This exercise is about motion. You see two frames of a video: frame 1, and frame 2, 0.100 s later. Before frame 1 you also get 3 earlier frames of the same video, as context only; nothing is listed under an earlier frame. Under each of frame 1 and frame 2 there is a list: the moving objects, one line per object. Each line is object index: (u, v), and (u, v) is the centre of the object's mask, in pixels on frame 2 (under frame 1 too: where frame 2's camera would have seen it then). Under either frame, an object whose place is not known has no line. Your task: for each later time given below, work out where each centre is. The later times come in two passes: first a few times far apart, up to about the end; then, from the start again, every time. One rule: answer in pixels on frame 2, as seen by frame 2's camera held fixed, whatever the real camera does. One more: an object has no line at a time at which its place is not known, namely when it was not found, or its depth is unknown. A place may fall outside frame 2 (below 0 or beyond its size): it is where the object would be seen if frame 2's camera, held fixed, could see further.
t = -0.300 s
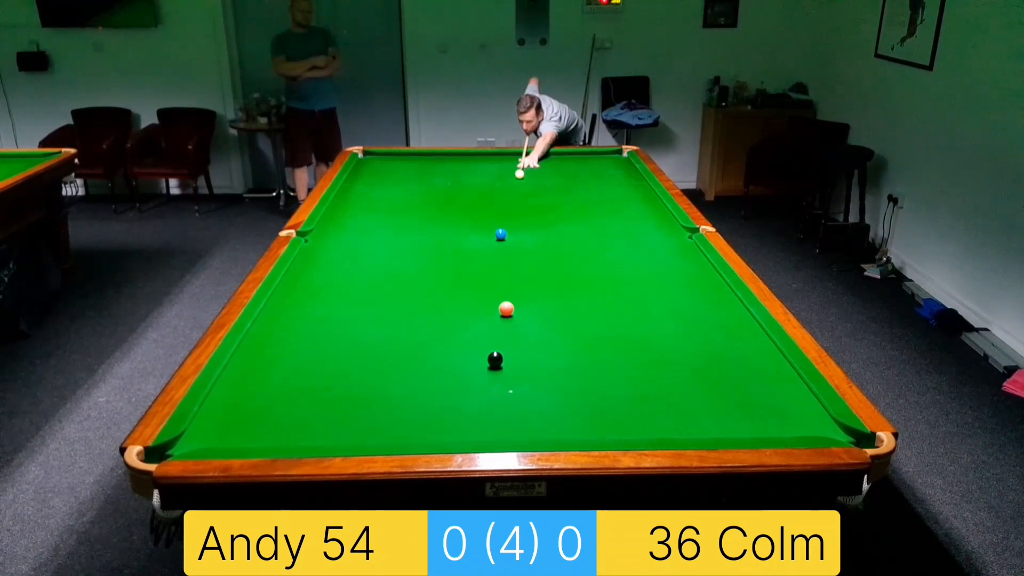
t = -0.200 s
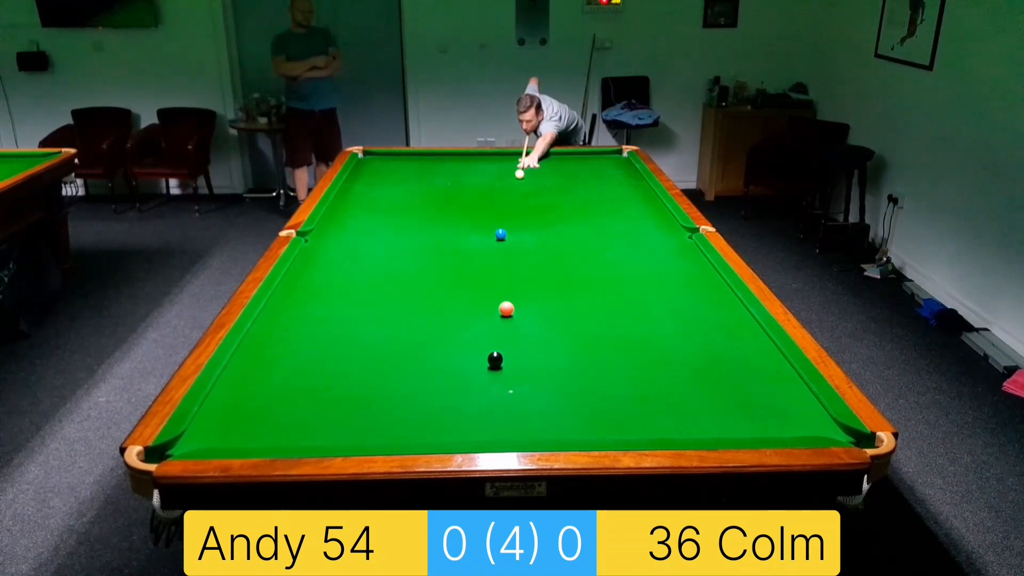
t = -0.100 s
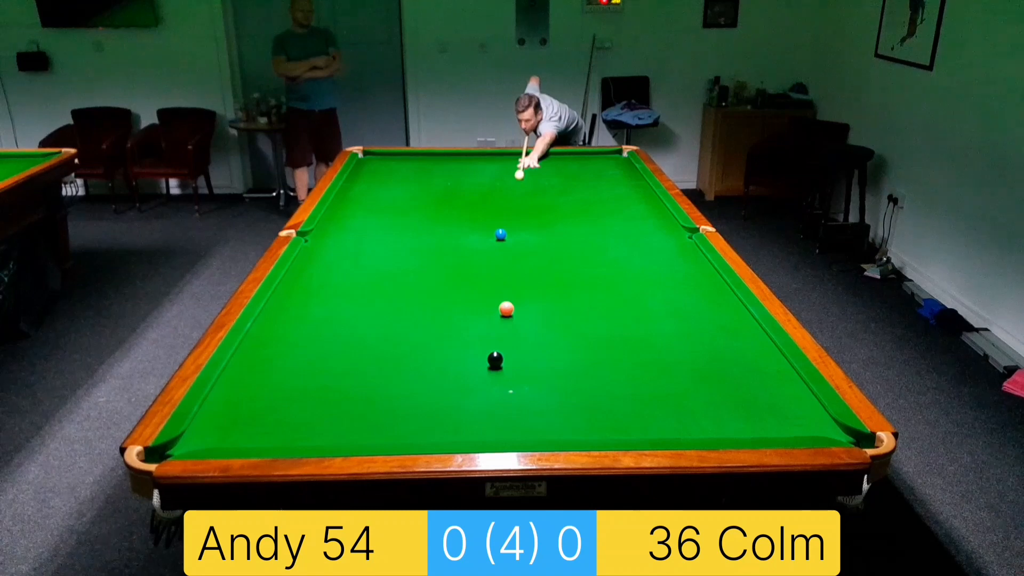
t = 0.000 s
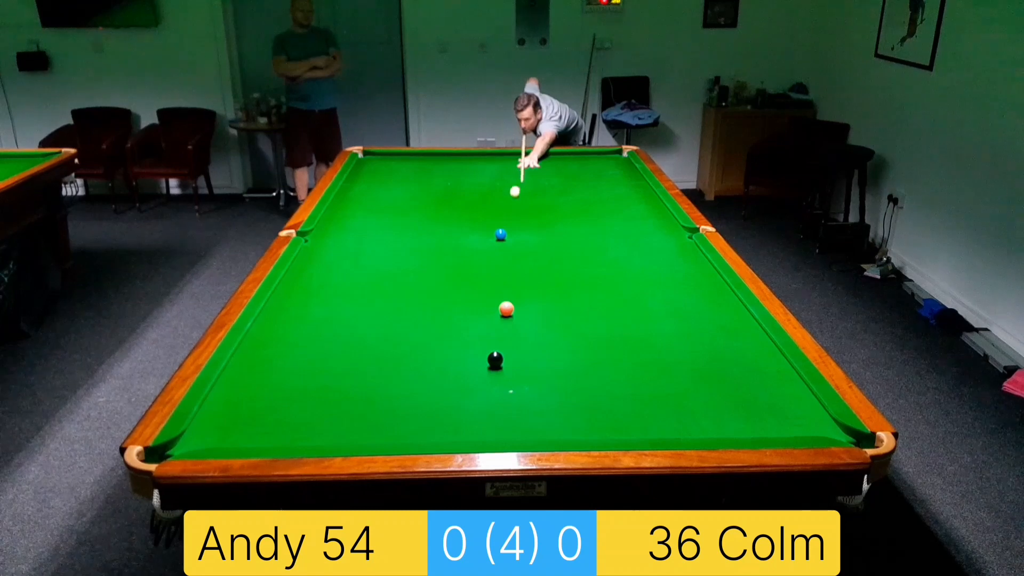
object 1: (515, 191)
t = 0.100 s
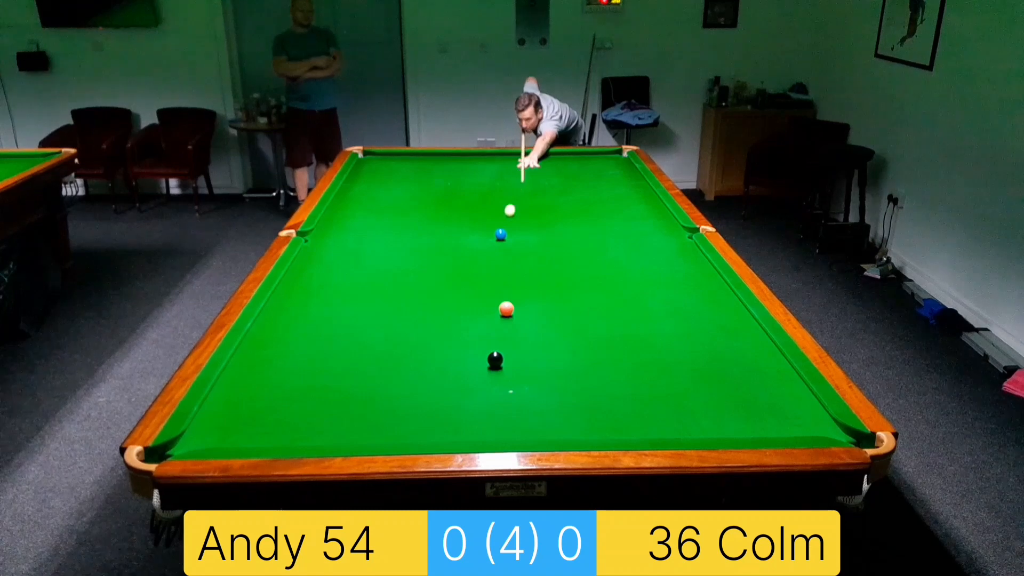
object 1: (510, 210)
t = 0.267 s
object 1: (516, 232)
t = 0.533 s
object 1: (550, 236)
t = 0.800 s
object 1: (582, 238)
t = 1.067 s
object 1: (614, 240)
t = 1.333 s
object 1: (645, 242)
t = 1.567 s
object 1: (671, 244)
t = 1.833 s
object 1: (685, 245)
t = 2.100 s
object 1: (670, 245)
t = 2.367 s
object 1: (656, 245)
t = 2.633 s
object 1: (644, 245)
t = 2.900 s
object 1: (633, 245)
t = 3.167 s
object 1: (624, 245)
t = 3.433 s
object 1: (616, 245)
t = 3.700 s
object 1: (610, 245)
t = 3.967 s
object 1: (605, 245)
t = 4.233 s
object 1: (602, 245)
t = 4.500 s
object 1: (599, 245)
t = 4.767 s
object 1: (599, 245)
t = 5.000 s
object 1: (599, 245)
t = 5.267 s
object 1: (599, 245)
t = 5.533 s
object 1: (599, 245)
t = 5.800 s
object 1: (599, 245)
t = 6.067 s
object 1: (599, 245)
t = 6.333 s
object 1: (599, 245)
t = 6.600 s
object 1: (599, 246)
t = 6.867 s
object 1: (599, 246)
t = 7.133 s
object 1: (599, 246)
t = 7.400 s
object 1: (599, 245)
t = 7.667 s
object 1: (599, 245)
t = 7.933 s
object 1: (599, 246)
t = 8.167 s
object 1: (599, 245)
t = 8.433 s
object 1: (599, 245)
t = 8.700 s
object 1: (599, 245)
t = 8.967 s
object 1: (599, 245)
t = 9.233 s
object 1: (599, 245)
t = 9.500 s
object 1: (599, 245)
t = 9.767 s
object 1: (599, 245)
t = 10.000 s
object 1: (599, 245)
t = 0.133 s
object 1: (508, 217)
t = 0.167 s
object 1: (506, 223)
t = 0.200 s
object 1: (506, 229)
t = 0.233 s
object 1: (510, 232)
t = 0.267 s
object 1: (516, 232)
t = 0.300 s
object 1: (521, 233)
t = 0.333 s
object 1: (525, 234)
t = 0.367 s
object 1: (530, 234)
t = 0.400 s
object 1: (534, 234)
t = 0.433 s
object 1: (538, 235)
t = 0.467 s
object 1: (542, 235)
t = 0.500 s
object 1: (546, 235)
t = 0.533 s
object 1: (550, 236)
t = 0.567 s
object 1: (554, 236)
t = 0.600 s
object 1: (558, 236)
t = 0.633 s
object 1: (562, 237)
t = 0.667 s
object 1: (566, 237)
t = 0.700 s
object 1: (570, 237)
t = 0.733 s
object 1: (574, 237)
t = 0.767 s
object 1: (578, 238)
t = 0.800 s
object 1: (582, 238)
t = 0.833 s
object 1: (586, 238)
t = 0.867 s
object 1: (590, 238)
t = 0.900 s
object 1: (594, 239)
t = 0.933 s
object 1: (598, 239)
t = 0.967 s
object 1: (602, 239)
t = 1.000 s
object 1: (606, 239)
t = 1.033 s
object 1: (610, 240)
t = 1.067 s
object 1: (614, 240)
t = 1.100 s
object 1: (618, 240)
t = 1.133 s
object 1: (622, 240)
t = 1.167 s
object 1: (626, 241)
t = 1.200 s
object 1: (629, 241)
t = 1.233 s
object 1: (633, 241)
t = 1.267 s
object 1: (637, 242)
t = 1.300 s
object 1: (641, 242)
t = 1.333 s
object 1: (645, 242)
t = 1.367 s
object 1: (649, 242)
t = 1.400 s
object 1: (652, 243)
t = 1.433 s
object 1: (656, 243)
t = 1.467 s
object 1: (660, 243)
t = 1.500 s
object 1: (664, 243)
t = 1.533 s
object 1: (668, 244)
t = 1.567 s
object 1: (671, 244)
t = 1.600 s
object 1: (675, 244)
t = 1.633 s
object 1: (679, 244)
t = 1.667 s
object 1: (682, 245)
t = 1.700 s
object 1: (686, 245)
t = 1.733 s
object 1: (689, 245)
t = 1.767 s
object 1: (690, 245)
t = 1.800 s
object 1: (688, 245)
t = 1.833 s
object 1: (685, 245)
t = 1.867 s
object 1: (683, 245)
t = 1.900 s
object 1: (681, 245)
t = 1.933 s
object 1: (679, 245)
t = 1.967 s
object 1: (678, 245)
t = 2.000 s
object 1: (676, 245)
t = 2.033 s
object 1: (674, 245)
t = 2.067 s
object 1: (672, 245)
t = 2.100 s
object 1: (670, 245)
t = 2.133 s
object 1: (668, 245)
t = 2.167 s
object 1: (667, 245)
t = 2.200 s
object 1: (665, 245)
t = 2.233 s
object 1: (663, 245)
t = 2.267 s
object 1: (661, 245)
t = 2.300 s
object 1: (660, 245)
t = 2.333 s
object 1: (658, 245)
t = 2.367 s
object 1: (656, 245)
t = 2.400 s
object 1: (655, 245)
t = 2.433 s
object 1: (653, 245)
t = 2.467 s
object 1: (652, 245)
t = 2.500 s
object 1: (650, 245)
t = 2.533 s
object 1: (648, 245)
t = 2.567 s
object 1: (647, 245)
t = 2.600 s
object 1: (646, 245)
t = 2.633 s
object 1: (644, 245)
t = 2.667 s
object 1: (643, 245)
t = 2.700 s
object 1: (641, 245)
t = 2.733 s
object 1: (640, 245)
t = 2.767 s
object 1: (639, 245)
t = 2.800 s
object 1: (637, 245)
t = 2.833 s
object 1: (636, 245)
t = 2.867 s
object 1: (635, 245)
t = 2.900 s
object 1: (633, 245)
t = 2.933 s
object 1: (632, 245)
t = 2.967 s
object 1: (631, 245)
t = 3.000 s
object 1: (630, 246)
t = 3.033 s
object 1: (629, 245)
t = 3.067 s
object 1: (627, 245)
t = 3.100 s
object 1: (626, 245)
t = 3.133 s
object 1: (625, 245)
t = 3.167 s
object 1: (624, 245)
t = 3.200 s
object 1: (623, 245)
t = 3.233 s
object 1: (622, 245)
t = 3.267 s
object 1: (621, 245)
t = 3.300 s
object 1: (620, 245)
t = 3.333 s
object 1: (619, 245)
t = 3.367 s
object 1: (618, 245)
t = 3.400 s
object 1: (617, 245)
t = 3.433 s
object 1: (616, 245)
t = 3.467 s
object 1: (616, 245)
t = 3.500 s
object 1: (615, 245)
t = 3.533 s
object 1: (614, 245)
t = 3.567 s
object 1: (613, 245)
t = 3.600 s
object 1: (612, 245)
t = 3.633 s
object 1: (611, 245)
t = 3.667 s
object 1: (611, 245)
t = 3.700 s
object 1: (610, 245)
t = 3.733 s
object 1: (609, 245)
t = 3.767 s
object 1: (609, 245)
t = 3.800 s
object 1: (608, 245)
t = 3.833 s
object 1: (607, 245)
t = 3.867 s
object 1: (607, 245)
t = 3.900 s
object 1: (606, 245)
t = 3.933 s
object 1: (606, 245)
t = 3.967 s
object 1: (605, 245)
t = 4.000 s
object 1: (605, 245)
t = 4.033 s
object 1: (604, 245)
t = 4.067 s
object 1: (604, 245)
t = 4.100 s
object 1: (603, 245)
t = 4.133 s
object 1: (603, 245)
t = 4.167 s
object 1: (602, 245)
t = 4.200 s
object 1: (602, 245)
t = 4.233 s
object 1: (602, 245)
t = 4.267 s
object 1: (601, 245)
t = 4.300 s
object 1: (601, 245)
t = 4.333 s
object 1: (601, 245)
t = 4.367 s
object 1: (600, 245)
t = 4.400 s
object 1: (600, 245)
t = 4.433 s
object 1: (600, 245)
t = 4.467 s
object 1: (600, 245)
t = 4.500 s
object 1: (599, 245)
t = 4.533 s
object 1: (599, 245)
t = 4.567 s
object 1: (599, 245)
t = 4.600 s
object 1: (599, 245)
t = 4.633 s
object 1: (599, 245)
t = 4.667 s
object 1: (599, 245)
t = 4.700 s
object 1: (599, 245)
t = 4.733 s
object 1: (599, 245)
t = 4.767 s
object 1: (599, 245)
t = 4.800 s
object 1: (599, 245)
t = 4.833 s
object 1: (599, 245)
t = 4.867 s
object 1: (599, 245)
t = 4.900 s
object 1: (599, 245)
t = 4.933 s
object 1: (599, 245)
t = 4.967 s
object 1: (599, 245)
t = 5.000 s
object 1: (599, 245)
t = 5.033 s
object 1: (599, 245)
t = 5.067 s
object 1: (599, 245)
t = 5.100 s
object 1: (599, 245)
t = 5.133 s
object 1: (599, 245)
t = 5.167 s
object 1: (599, 245)
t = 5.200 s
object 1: (599, 245)
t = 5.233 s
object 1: (599, 245)
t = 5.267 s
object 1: (599, 245)
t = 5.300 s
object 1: (599, 245)
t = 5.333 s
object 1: (599, 245)
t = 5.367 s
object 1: (599, 245)
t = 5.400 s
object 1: (599, 245)
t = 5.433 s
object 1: (599, 245)
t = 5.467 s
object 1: (599, 245)
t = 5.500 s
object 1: (599, 245)
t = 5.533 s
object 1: (599, 245)
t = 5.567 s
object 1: (599, 245)
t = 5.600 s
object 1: (599, 245)
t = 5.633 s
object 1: (599, 245)
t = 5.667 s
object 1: (599, 245)
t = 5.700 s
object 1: (599, 245)
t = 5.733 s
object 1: (599, 245)
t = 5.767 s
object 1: (599, 245)
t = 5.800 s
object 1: (599, 245)
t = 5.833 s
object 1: (599, 245)
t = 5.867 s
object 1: (599, 245)
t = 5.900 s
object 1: (599, 245)
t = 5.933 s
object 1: (599, 245)
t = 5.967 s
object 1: (599, 245)
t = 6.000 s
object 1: (599, 245)
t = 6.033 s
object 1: (599, 245)
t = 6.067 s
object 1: (599, 245)
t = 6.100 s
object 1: (599, 245)
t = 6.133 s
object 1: (599, 245)
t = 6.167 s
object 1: (599, 245)
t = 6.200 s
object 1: (599, 245)
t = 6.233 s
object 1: (599, 245)
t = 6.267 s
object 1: (599, 245)
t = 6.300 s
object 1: (599, 245)
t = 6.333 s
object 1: (599, 245)
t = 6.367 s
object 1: (599, 245)
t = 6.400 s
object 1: (599, 245)
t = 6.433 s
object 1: (599, 245)
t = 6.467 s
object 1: (599, 245)
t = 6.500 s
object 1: (599, 245)
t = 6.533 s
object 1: (599, 245)
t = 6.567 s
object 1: (599, 245)
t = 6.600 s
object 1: (599, 246)
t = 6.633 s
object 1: (599, 245)
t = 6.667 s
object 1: (599, 245)
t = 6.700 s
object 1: (599, 245)
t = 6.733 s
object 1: (599, 245)
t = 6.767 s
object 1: (599, 246)
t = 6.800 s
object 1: (599, 246)
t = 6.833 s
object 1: (599, 246)
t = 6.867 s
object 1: (599, 246)
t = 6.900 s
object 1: (599, 246)
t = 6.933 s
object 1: (599, 246)
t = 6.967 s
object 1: (599, 246)
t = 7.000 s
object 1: (599, 246)
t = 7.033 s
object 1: (599, 246)
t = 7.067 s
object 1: (599, 246)
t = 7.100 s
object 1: (599, 246)
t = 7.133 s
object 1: (599, 246)
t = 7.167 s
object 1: (599, 246)
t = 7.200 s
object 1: (599, 246)
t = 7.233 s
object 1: (599, 246)
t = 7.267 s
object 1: (599, 246)
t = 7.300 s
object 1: (599, 246)
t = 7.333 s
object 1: (599, 246)
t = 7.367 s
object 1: (599, 246)
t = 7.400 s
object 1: (599, 245)
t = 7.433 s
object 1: (599, 246)
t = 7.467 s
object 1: (599, 245)
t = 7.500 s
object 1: (599, 245)
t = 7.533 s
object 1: (599, 246)
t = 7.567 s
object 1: (599, 245)
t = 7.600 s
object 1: (599, 245)
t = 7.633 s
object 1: (599, 245)
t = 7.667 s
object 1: (599, 245)
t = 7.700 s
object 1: (599, 245)
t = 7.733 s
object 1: (599, 246)
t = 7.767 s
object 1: (599, 246)
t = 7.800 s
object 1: (599, 246)
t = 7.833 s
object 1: (599, 245)
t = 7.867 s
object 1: (599, 246)
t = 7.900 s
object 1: (599, 246)
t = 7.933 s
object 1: (599, 246)
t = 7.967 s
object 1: (599, 246)
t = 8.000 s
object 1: (599, 245)
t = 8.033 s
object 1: (599, 246)
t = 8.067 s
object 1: (599, 245)
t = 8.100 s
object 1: (599, 246)
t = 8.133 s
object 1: (599, 246)
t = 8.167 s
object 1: (599, 245)
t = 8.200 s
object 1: (599, 245)
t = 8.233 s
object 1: (599, 245)
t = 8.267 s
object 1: (599, 245)
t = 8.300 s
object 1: (599, 245)
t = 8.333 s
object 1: (599, 245)
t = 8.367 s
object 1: (599, 245)
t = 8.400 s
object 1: (599, 245)
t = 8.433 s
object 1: (599, 245)
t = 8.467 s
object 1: (599, 245)
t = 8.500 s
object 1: (599, 245)
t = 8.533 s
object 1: (599, 245)
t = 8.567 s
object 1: (599, 245)
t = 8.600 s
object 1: (599, 245)
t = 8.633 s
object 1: (599, 245)
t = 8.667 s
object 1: (599, 245)
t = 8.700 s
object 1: (599, 245)
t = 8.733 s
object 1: (599, 245)
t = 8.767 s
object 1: (599, 245)
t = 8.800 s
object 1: (599, 245)
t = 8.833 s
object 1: (599, 245)
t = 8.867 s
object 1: (599, 245)
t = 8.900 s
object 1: (599, 245)
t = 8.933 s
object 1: (599, 245)
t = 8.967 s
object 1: (599, 245)
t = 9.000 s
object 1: (599, 245)
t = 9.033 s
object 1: (599, 245)
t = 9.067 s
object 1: (599, 245)
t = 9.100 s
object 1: (599, 245)
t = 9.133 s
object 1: (599, 245)
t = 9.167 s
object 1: (599, 245)
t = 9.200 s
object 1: (599, 245)
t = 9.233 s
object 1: (599, 245)
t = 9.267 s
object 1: (599, 245)
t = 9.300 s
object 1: (599, 245)
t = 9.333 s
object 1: (599, 245)
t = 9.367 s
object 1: (599, 245)
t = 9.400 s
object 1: (599, 245)
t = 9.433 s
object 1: (599, 245)
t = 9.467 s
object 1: (599, 245)
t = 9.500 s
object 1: (599, 245)
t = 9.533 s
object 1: (599, 245)
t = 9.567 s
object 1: (599, 245)
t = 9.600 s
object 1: (599, 245)
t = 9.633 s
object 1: (599, 245)
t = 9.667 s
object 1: (599, 245)
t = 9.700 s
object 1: (599, 245)
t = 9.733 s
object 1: (599, 245)
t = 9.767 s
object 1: (599, 245)
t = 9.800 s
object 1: (599, 245)
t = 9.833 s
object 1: (599, 245)
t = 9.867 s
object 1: (599, 245)
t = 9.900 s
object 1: (599, 245)
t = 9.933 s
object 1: (599, 245)
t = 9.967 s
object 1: (599, 245)
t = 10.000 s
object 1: (599, 245)
